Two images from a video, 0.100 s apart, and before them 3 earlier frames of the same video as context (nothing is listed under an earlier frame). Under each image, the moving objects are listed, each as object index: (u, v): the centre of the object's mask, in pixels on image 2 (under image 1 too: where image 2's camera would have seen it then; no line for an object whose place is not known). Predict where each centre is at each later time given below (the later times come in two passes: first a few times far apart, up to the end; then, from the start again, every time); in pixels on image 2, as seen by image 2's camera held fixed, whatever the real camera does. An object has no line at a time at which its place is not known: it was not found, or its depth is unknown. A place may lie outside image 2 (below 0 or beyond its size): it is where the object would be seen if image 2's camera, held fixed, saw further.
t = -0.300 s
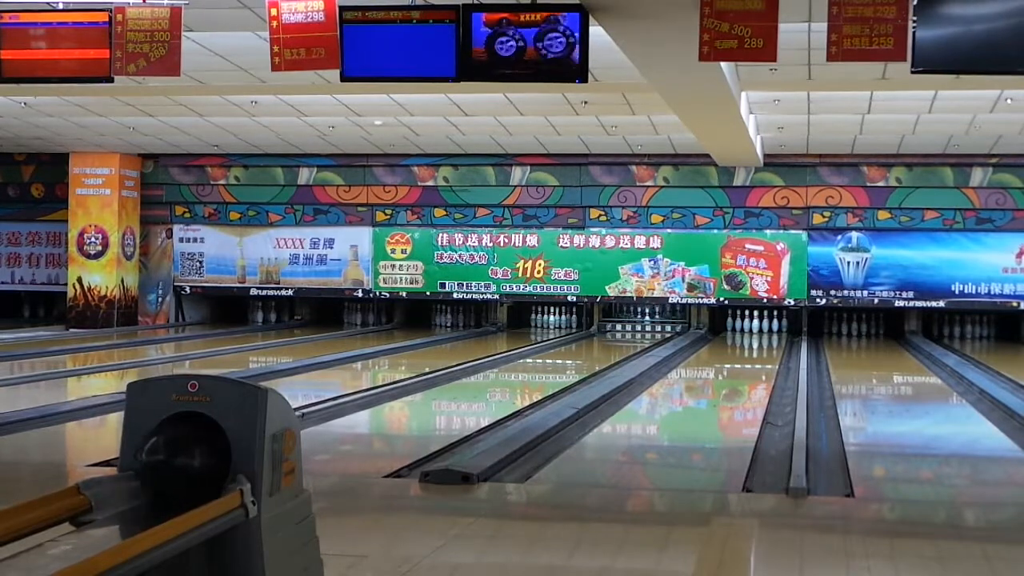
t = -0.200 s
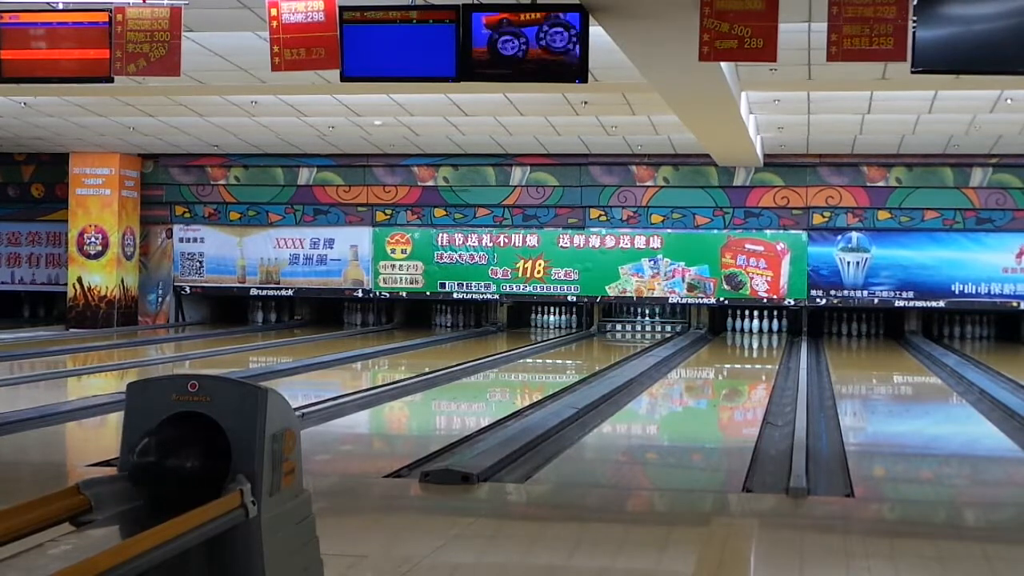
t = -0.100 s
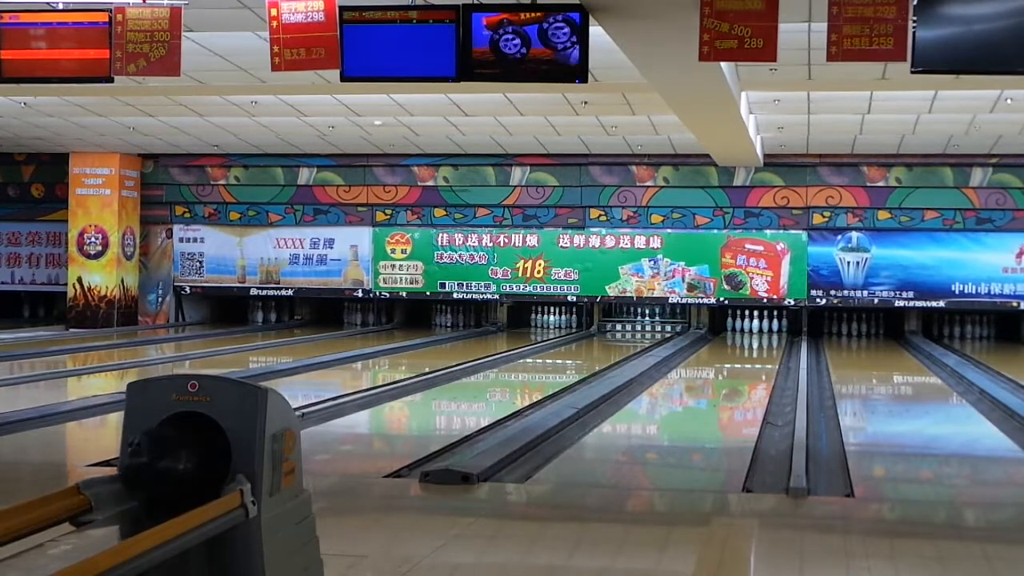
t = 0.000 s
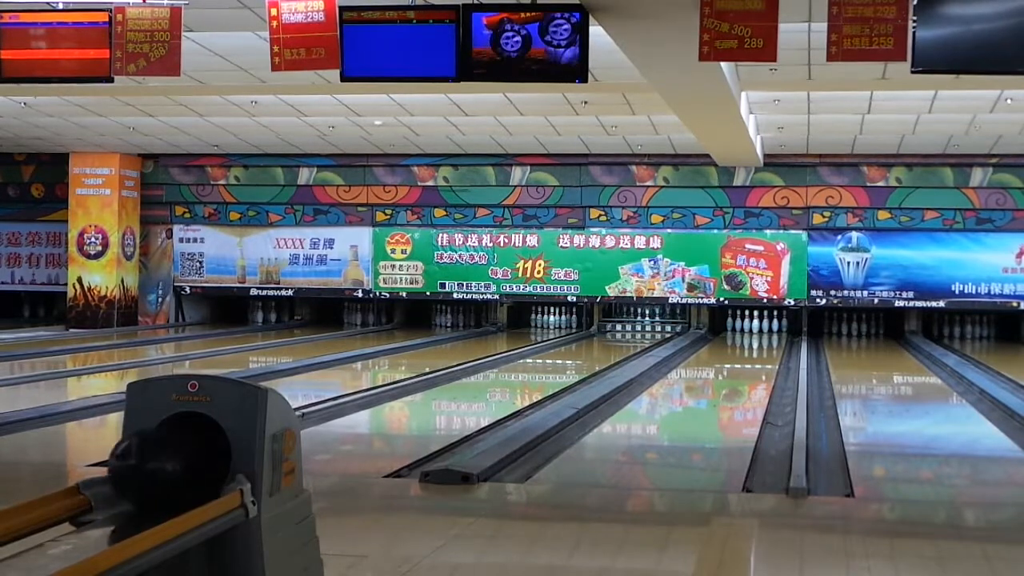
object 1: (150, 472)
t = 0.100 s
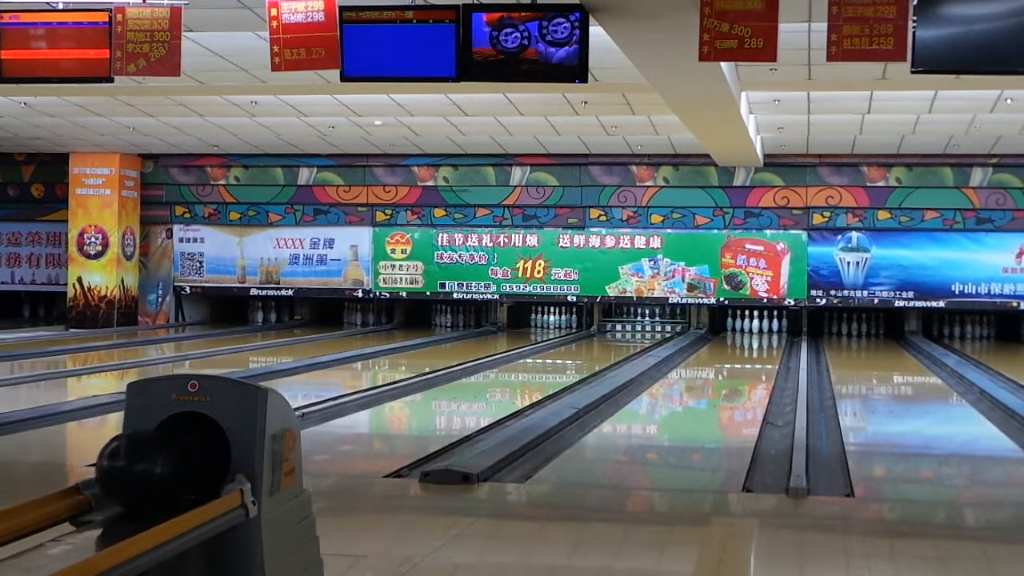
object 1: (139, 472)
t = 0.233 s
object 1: (113, 474)
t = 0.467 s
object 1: (94, 478)
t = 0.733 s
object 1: (79, 482)
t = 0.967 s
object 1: (64, 488)
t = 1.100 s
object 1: (54, 491)
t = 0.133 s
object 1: (134, 471)
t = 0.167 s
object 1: (124, 472)
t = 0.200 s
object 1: (119, 473)
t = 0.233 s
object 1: (113, 474)
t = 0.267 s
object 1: (112, 474)
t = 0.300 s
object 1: (108, 476)
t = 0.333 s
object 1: (102, 478)
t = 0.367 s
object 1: (98, 478)
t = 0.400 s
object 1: (97, 478)
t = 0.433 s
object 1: (96, 479)
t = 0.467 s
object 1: (94, 478)
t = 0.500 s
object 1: (92, 479)
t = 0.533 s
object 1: (91, 480)
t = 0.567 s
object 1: (89, 480)
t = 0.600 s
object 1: (87, 481)
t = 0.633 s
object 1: (85, 481)
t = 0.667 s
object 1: (83, 482)
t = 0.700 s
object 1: (81, 482)
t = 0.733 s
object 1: (79, 482)
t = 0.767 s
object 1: (77, 484)
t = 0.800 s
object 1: (75, 484)
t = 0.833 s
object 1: (72, 485)
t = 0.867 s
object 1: (70, 485)
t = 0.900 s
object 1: (68, 486)
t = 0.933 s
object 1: (65, 487)
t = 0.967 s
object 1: (64, 488)
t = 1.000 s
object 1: (61, 489)
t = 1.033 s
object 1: (58, 490)
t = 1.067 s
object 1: (56, 490)
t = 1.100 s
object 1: (54, 491)
